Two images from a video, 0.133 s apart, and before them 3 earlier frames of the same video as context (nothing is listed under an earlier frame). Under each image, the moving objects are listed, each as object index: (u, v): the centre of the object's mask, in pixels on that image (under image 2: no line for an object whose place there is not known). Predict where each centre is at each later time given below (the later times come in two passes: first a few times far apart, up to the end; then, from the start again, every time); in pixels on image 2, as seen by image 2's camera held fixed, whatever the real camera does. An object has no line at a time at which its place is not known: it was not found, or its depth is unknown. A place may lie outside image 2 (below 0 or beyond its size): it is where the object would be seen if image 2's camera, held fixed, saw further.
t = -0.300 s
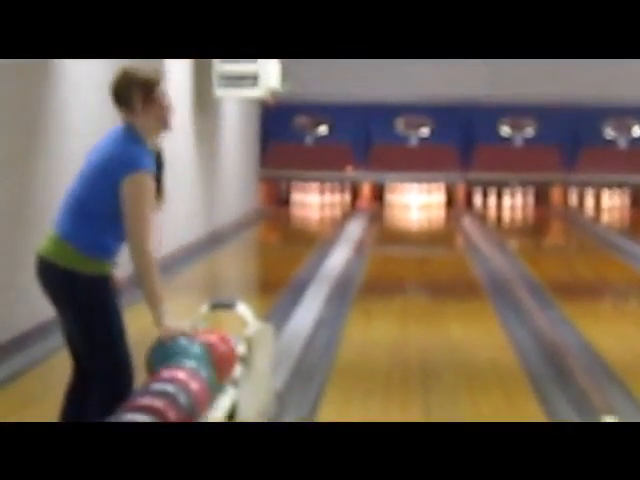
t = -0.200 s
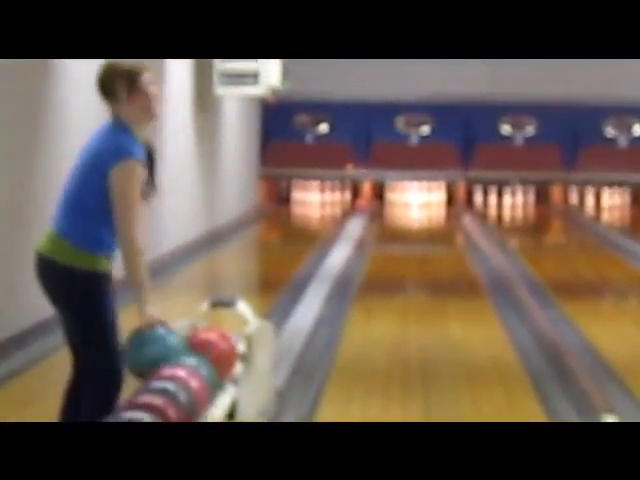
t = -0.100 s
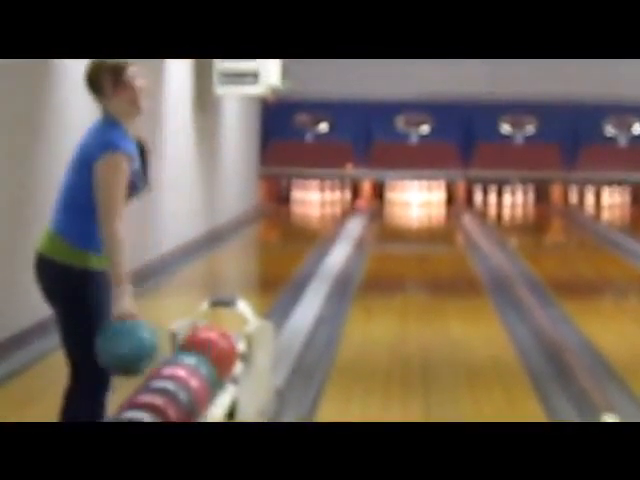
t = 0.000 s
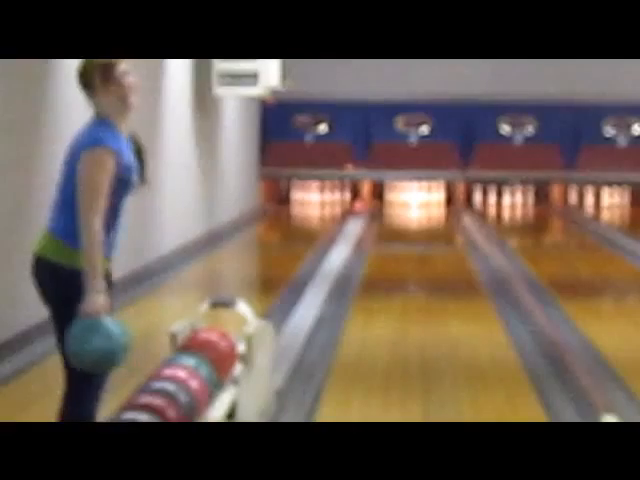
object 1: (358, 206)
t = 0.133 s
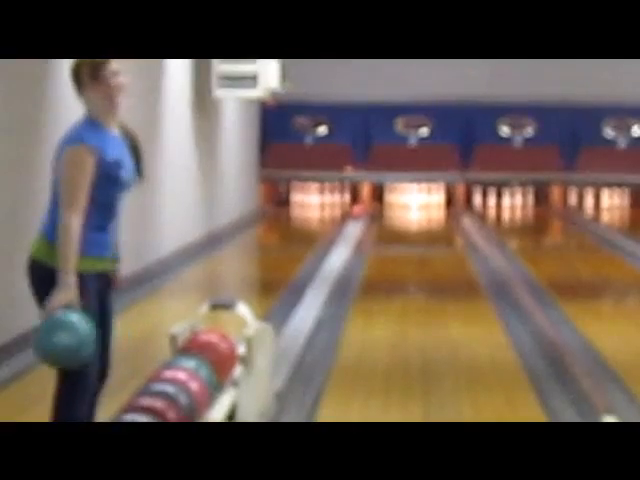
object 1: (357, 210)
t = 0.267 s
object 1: (356, 212)
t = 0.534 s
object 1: (353, 216)
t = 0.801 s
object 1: (350, 219)
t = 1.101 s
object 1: (345, 226)
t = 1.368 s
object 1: (342, 233)
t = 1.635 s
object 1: (336, 238)
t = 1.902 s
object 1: (335, 245)
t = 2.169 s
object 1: (326, 251)
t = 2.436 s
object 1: (321, 256)
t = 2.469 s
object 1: (320, 255)
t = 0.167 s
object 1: (357, 210)
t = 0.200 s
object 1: (357, 211)
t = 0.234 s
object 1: (356, 211)
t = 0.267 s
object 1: (356, 212)
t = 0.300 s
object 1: (356, 212)
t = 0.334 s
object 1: (356, 213)
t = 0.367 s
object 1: (355, 213)
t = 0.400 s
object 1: (354, 214)
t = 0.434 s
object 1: (354, 214)
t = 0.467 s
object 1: (354, 215)
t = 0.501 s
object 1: (354, 215)
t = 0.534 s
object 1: (353, 216)
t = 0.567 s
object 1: (353, 216)
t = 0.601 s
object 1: (353, 217)
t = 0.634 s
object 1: (352, 217)
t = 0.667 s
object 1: (352, 218)
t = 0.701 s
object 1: (351, 218)
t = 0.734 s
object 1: (351, 219)
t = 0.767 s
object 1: (350, 219)
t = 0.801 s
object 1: (350, 219)
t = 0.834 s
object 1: (350, 220)
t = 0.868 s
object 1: (349, 221)
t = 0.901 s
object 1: (349, 222)
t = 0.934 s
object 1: (349, 222)
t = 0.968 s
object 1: (349, 223)
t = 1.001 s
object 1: (348, 224)
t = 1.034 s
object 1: (347, 225)
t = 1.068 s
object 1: (346, 225)
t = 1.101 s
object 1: (345, 226)
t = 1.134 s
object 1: (345, 227)
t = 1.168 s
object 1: (345, 228)
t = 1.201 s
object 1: (345, 228)
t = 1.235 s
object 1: (344, 230)
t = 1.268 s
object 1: (343, 230)
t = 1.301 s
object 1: (343, 231)
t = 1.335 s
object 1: (343, 232)
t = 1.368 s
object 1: (342, 233)
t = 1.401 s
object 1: (341, 234)
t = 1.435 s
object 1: (341, 235)
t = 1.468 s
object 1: (340, 235)
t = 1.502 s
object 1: (340, 236)
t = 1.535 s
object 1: (339, 237)
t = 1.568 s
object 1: (338, 237)
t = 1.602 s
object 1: (337, 238)
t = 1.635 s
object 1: (336, 238)
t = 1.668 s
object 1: (337, 239)
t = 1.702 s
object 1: (338, 240)
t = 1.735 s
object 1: (338, 241)
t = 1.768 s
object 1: (337, 241)
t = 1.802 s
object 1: (336, 242)
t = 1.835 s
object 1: (336, 243)
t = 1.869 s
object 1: (335, 244)
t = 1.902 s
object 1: (335, 245)
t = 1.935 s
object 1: (333, 245)
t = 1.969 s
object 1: (332, 246)
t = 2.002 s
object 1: (329, 246)
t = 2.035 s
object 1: (329, 247)
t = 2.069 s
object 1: (327, 249)
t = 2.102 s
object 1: (327, 249)
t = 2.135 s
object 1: (328, 250)
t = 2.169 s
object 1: (326, 251)
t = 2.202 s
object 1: (326, 251)
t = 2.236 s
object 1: (325, 252)
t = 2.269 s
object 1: (324, 252)
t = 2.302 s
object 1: (323, 254)
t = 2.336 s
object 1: (321, 254)
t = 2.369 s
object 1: (321, 254)
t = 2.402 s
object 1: (321, 254)
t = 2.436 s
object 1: (321, 256)
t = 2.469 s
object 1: (320, 255)
